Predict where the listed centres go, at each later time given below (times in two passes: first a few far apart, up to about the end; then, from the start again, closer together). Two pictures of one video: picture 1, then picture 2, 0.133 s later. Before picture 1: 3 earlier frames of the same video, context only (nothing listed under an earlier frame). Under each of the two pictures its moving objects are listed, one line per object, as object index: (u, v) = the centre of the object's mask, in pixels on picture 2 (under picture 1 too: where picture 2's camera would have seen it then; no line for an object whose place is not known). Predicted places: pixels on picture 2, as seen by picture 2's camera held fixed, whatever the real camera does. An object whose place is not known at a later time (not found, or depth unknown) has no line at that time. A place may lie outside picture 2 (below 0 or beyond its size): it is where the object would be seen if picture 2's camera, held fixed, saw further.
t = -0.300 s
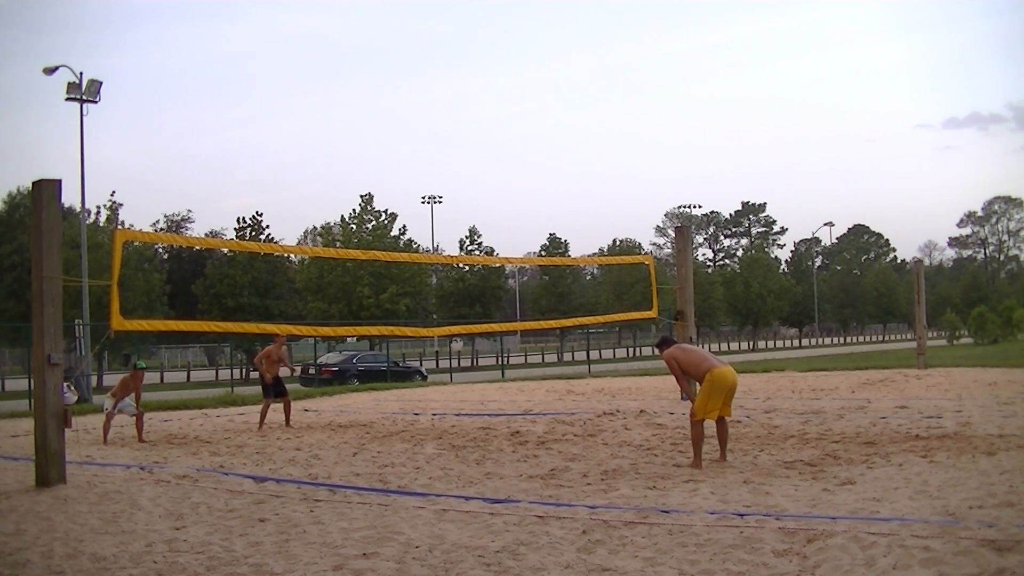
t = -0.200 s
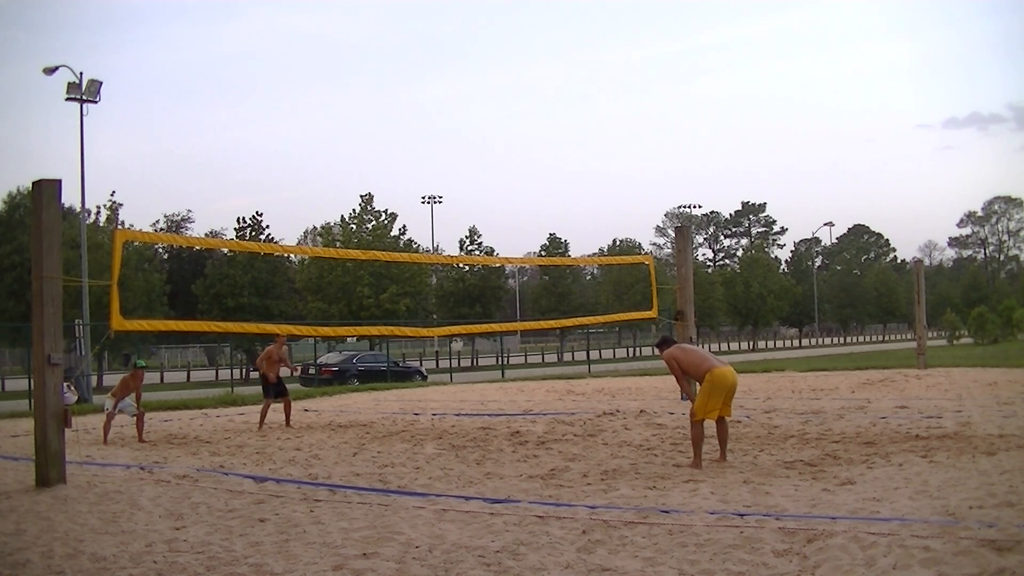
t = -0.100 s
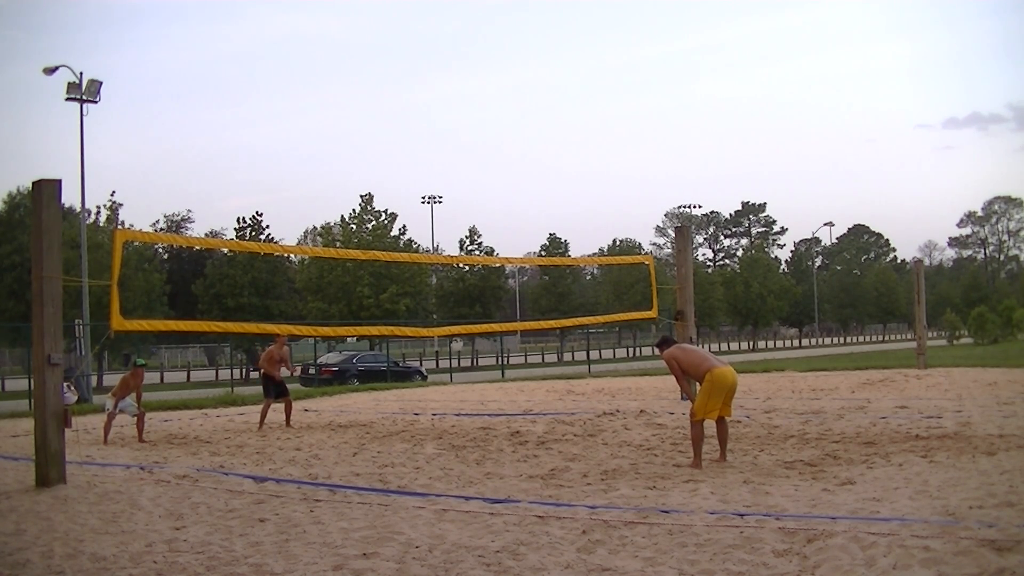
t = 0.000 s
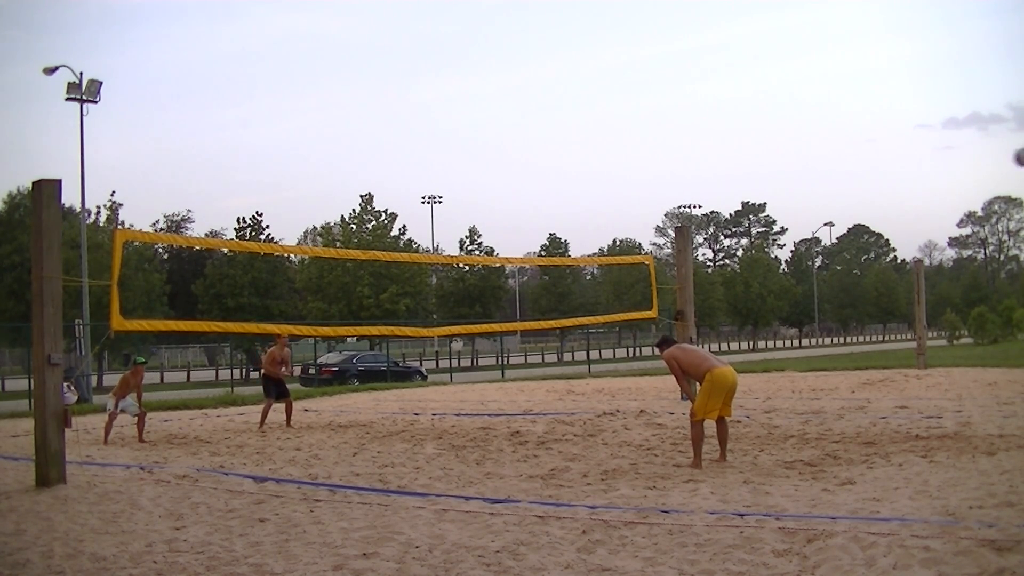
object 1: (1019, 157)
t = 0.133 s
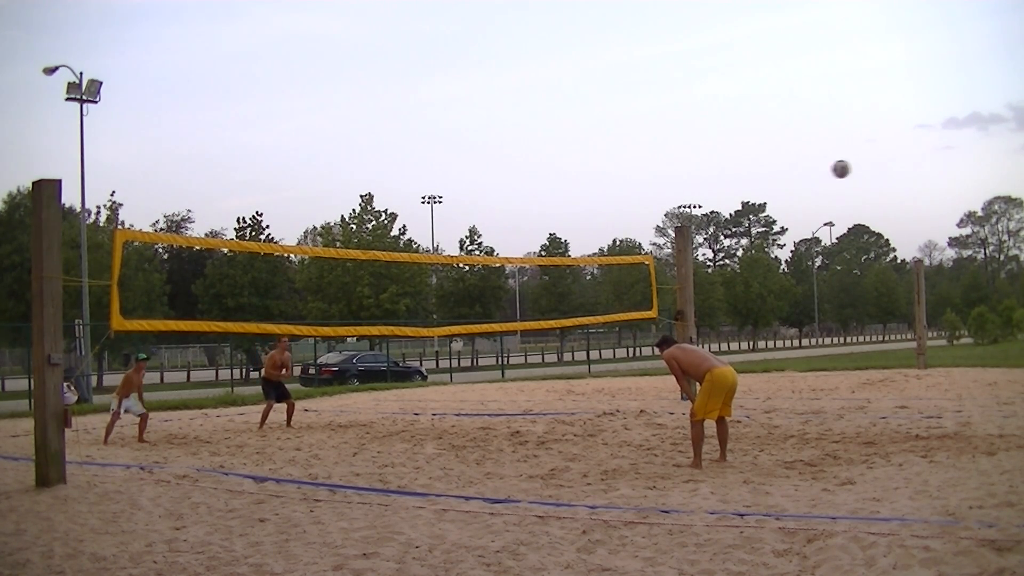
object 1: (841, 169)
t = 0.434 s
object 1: (503, 249)
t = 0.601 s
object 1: (426, 302)
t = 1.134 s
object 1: (488, 398)
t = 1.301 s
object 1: (504, 432)
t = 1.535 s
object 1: (512, 400)
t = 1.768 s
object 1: (522, 411)
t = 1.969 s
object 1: (530, 441)
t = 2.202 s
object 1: (532, 444)
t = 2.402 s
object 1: (529, 444)
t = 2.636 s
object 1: (525, 445)
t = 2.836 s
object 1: (527, 445)
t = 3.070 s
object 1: (532, 445)
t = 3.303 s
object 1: (530, 445)
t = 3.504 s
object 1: (531, 445)
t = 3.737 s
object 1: (531, 445)
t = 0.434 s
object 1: (503, 249)
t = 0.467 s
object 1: (470, 262)
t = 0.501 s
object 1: (442, 274)
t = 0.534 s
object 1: (431, 281)
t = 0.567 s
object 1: (427, 292)
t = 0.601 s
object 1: (426, 302)
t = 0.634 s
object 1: (430, 308)
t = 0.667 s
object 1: (435, 313)
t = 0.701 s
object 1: (437, 314)
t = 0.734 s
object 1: (441, 315)
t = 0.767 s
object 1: (445, 316)
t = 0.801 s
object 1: (449, 320)
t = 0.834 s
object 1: (453, 323)
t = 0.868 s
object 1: (457, 328)
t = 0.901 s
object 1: (460, 334)
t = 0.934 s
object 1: (464, 340)
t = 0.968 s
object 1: (469, 347)
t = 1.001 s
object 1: (472, 356)
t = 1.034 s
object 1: (476, 364)
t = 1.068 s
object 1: (479, 374)
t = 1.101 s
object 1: (484, 386)
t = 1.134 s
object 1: (488, 398)
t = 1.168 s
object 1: (492, 410)
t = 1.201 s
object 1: (497, 424)
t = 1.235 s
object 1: (501, 439)
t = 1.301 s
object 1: (504, 432)
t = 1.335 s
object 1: (505, 425)
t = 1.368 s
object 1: (506, 418)
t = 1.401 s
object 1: (508, 414)
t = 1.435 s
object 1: (509, 408)
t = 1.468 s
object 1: (510, 404)
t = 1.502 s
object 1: (511, 402)
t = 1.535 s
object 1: (512, 400)
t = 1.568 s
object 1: (514, 399)
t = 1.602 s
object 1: (515, 399)
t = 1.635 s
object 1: (516, 400)
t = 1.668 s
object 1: (517, 401)
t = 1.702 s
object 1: (518, 404)
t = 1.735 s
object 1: (520, 407)
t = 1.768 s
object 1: (522, 411)
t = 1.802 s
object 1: (523, 416)
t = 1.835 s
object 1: (526, 422)
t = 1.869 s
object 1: (527, 430)
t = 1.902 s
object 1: (528, 437)
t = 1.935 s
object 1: (530, 443)
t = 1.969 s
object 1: (530, 441)
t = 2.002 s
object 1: (531, 439)
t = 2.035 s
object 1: (531, 438)
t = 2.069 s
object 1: (532, 437)
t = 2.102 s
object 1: (531, 438)
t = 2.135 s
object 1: (531, 439)
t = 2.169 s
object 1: (532, 442)
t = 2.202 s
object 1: (532, 444)
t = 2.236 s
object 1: (532, 444)
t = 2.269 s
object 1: (532, 444)
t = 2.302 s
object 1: (532, 445)
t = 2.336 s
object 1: (532, 445)
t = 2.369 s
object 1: (530, 445)
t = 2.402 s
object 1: (529, 444)
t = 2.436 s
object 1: (528, 444)
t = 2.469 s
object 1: (527, 445)
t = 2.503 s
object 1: (527, 444)
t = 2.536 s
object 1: (526, 445)
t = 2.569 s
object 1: (526, 444)
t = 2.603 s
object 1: (526, 444)
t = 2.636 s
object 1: (525, 445)
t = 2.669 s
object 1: (526, 444)
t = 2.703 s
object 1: (525, 445)
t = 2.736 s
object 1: (526, 445)
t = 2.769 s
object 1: (526, 445)
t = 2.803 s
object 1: (527, 445)
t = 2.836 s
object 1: (527, 445)
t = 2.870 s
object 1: (527, 445)
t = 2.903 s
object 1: (528, 444)
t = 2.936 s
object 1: (528, 444)
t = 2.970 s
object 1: (529, 444)
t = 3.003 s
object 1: (530, 444)
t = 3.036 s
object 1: (531, 444)
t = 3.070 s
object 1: (532, 445)
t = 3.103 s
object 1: (532, 444)
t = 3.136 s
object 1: (531, 445)
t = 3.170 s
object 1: (531, 445)
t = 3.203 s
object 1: (531, 445)
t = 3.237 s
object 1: (531, 445)
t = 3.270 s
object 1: (531, 445)
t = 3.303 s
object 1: (530, 445)
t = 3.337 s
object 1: (531, 445)
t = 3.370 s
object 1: (531, 445)
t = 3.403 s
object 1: (531, 445)
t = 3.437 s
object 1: (531, 445)
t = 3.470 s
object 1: (531, 445)
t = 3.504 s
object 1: (531, 445)
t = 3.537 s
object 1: (531, 445)
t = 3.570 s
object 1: (531, 445)
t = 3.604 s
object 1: (531, 445)
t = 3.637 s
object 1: (531, 445)
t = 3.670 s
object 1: (531, 445)
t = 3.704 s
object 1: (531, 445)
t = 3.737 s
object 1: (531, 445)
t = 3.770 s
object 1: (531, 445)
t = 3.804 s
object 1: (531, 445)
